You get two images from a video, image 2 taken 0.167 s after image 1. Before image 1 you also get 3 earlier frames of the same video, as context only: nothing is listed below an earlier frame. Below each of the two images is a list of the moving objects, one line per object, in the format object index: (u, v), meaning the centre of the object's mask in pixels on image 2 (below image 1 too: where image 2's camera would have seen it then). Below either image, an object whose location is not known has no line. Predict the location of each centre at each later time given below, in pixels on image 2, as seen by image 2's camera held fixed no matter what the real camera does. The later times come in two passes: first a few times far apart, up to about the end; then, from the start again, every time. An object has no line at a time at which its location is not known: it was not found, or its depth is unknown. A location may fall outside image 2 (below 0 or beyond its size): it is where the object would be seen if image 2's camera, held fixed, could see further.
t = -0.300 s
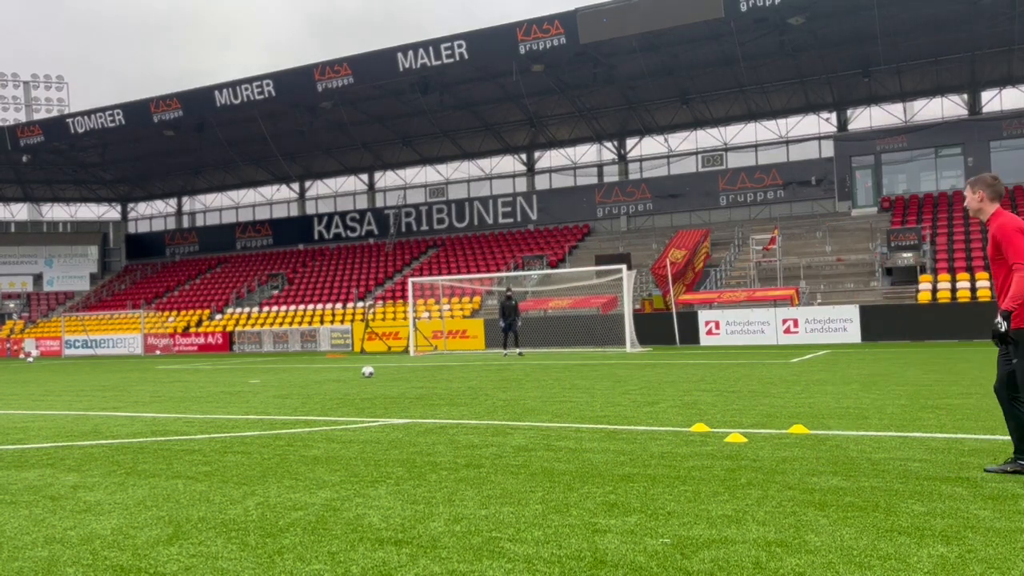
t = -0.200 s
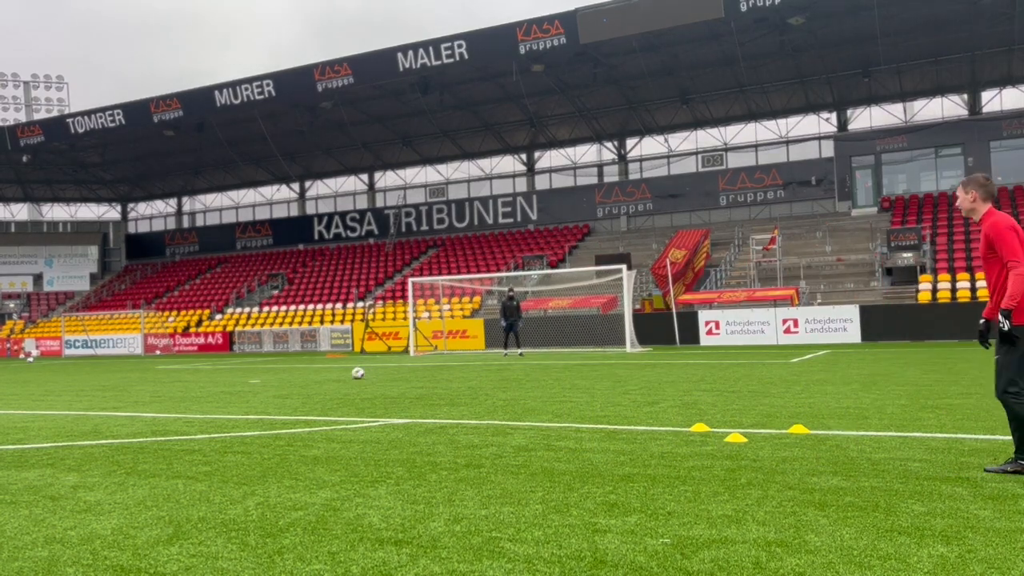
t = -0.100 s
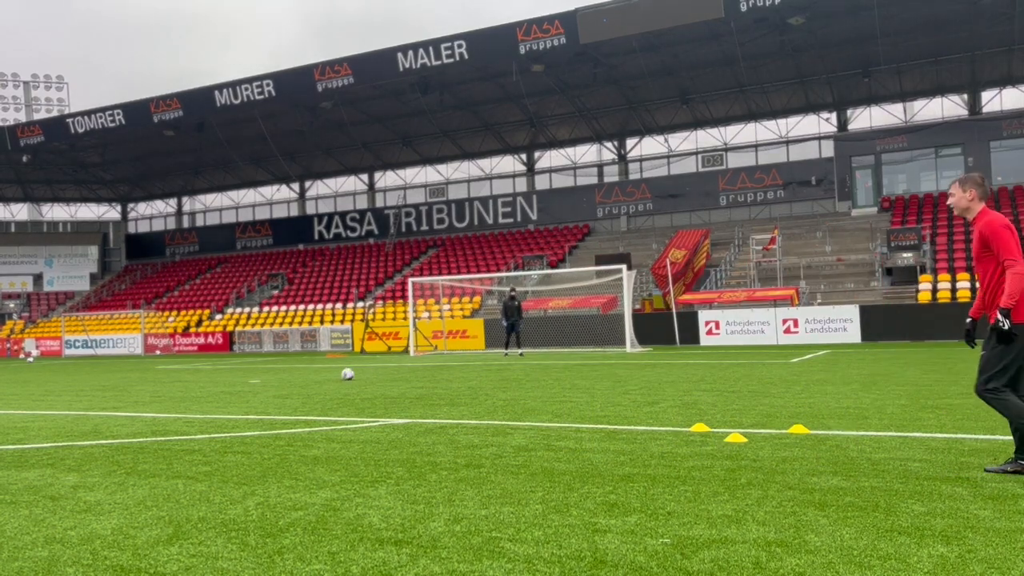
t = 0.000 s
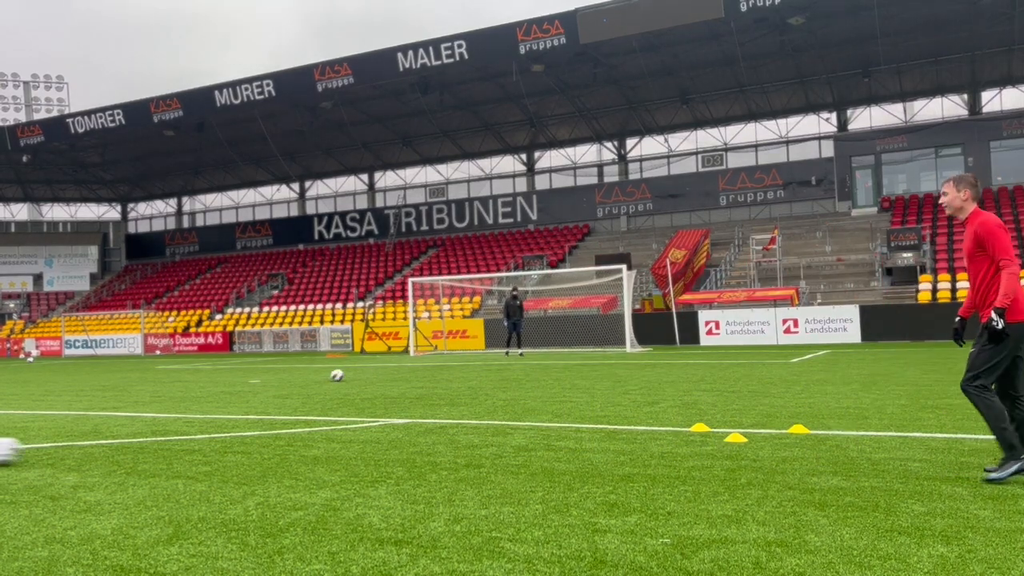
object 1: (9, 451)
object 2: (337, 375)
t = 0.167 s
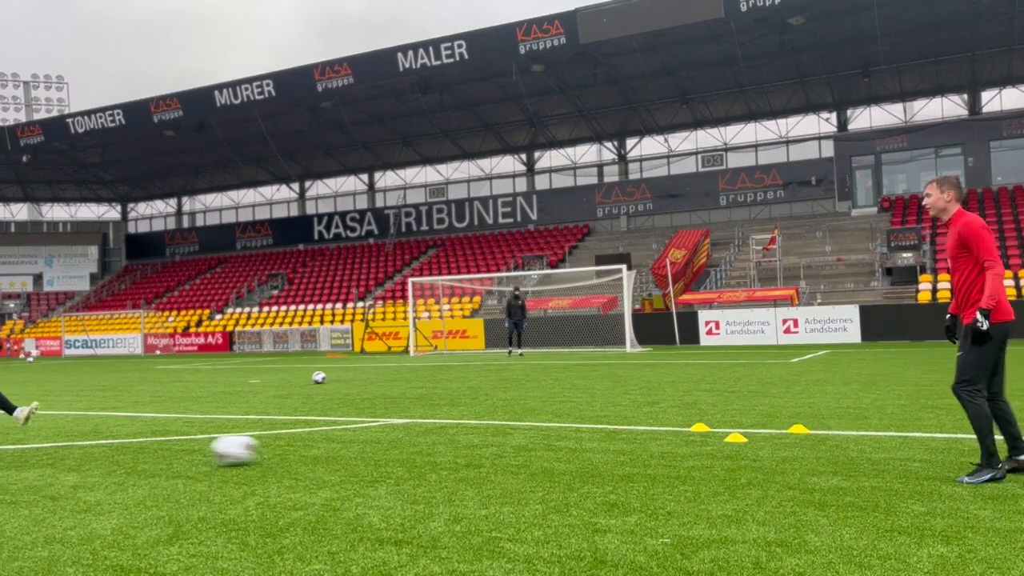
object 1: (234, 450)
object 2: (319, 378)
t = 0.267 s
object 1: (379, 449)
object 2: (307, 379)
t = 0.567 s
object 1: (826, 449)
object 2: (273, 384)
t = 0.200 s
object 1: (282, 451)
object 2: (315, 378)
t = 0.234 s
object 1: (330, 450)
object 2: (311, 378)
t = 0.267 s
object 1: (379, 449)
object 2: (307, 379)
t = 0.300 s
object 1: (428, 449)
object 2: (303, 379)
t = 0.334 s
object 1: (476, 449)
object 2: (300, 380)
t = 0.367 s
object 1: (526, 449)
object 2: (296, 380)
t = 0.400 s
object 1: (574, 449)
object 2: (292, 381)
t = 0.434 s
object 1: (624, 450)
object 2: (288, 382)
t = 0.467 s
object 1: (674, 451)
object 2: (285, 382)
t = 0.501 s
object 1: (724, 450)
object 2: (281, 383)
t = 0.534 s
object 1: (774, 448)
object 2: (277, 383)
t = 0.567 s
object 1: (826, 449)
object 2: (273, 384)
